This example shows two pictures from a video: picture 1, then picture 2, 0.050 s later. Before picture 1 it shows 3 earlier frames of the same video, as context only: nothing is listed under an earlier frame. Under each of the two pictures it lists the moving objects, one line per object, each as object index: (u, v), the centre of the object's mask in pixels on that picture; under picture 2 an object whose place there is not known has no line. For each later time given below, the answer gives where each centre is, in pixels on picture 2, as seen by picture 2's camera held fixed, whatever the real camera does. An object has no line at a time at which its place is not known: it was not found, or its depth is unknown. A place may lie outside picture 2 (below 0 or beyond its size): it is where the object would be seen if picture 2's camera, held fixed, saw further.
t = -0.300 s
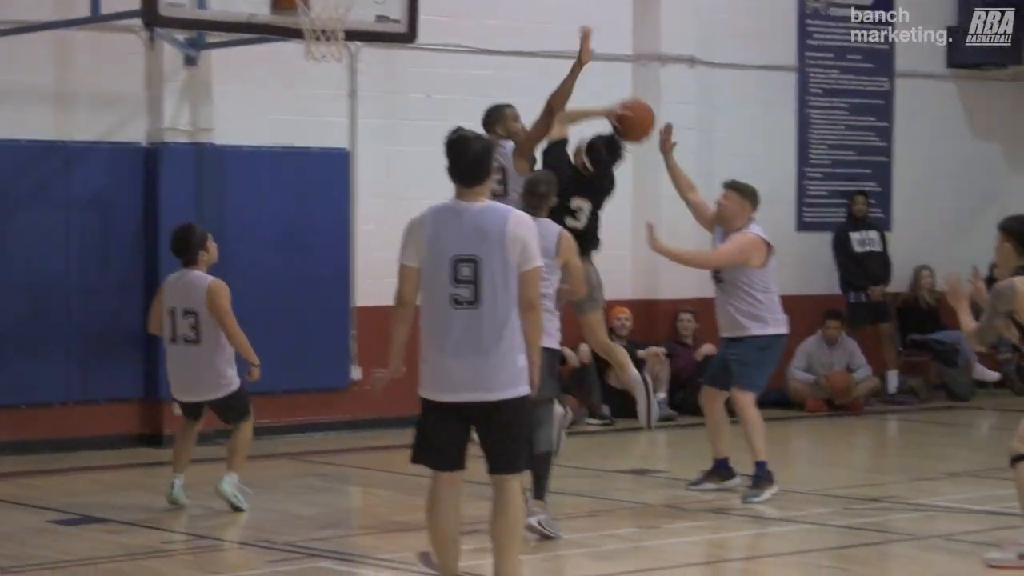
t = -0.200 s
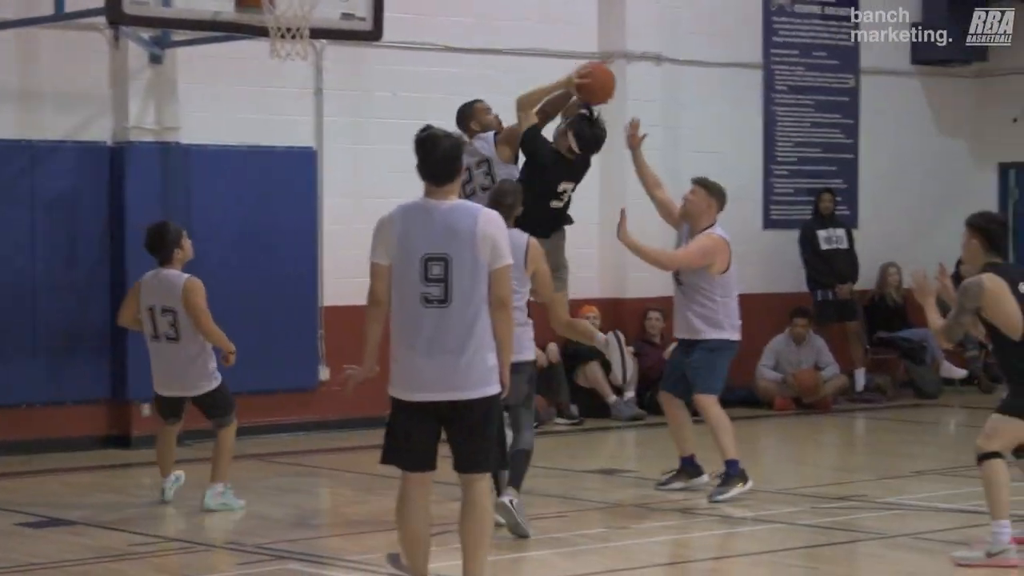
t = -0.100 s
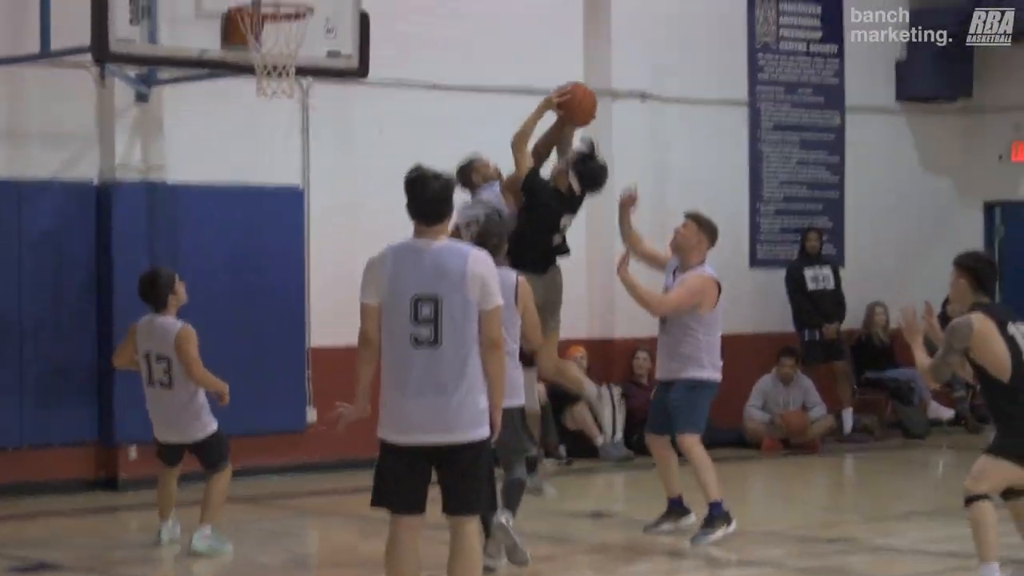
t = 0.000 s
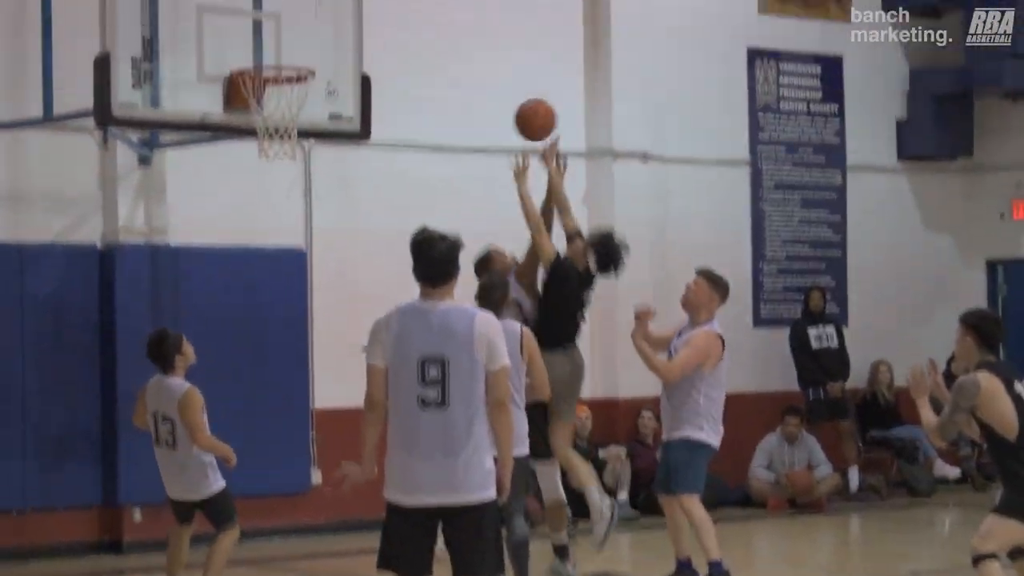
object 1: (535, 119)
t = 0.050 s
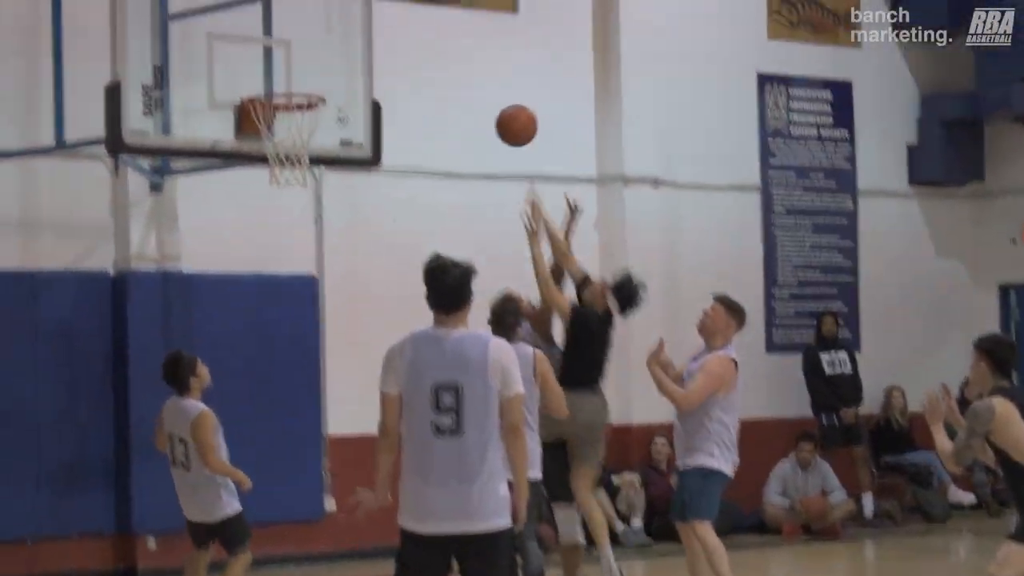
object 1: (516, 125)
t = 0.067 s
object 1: (506, 119)
